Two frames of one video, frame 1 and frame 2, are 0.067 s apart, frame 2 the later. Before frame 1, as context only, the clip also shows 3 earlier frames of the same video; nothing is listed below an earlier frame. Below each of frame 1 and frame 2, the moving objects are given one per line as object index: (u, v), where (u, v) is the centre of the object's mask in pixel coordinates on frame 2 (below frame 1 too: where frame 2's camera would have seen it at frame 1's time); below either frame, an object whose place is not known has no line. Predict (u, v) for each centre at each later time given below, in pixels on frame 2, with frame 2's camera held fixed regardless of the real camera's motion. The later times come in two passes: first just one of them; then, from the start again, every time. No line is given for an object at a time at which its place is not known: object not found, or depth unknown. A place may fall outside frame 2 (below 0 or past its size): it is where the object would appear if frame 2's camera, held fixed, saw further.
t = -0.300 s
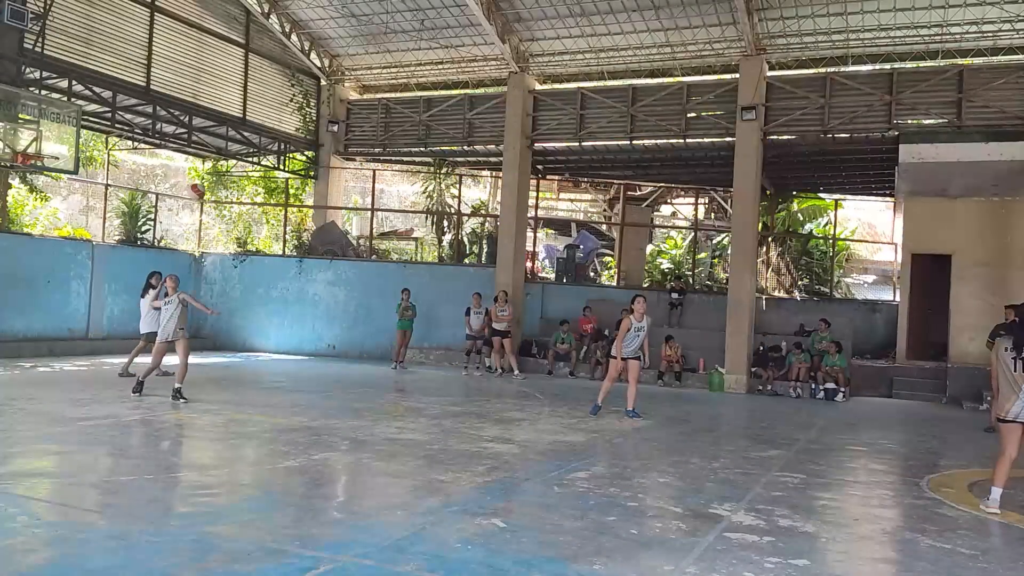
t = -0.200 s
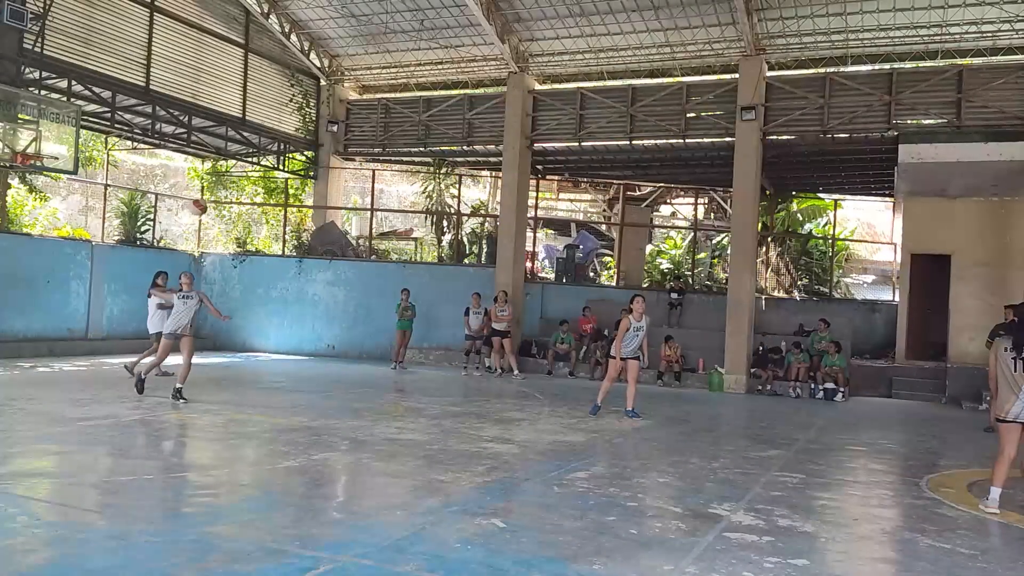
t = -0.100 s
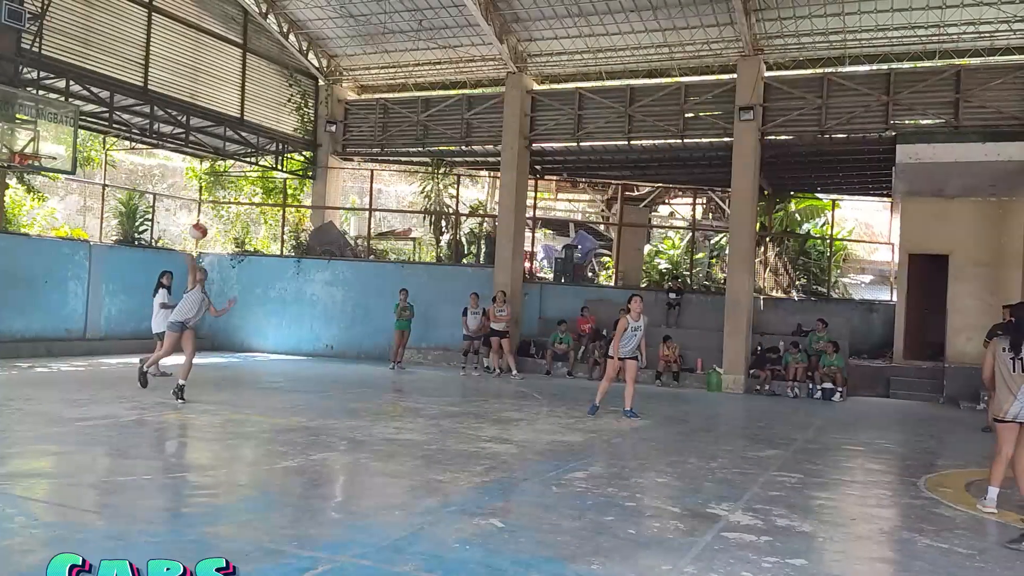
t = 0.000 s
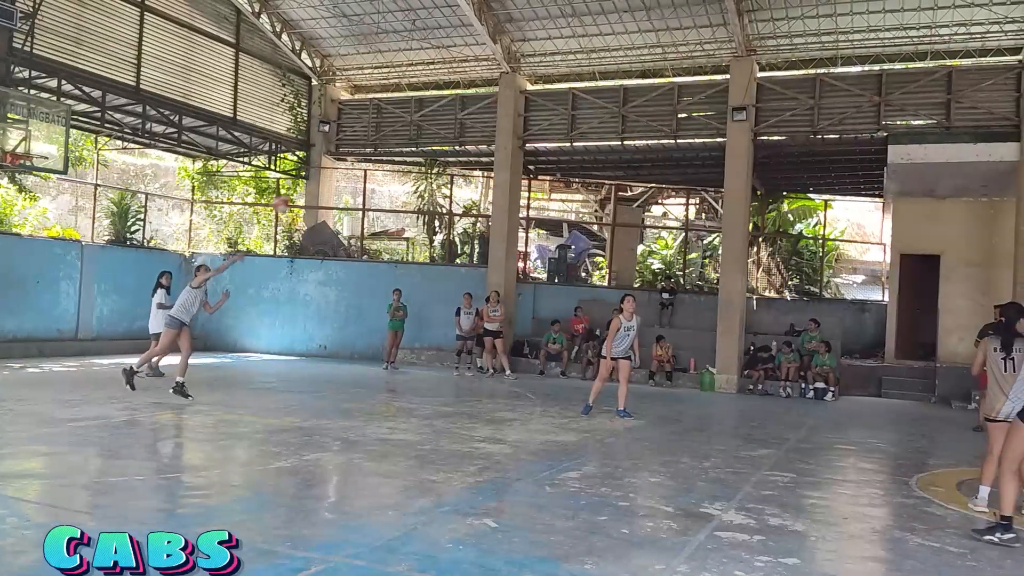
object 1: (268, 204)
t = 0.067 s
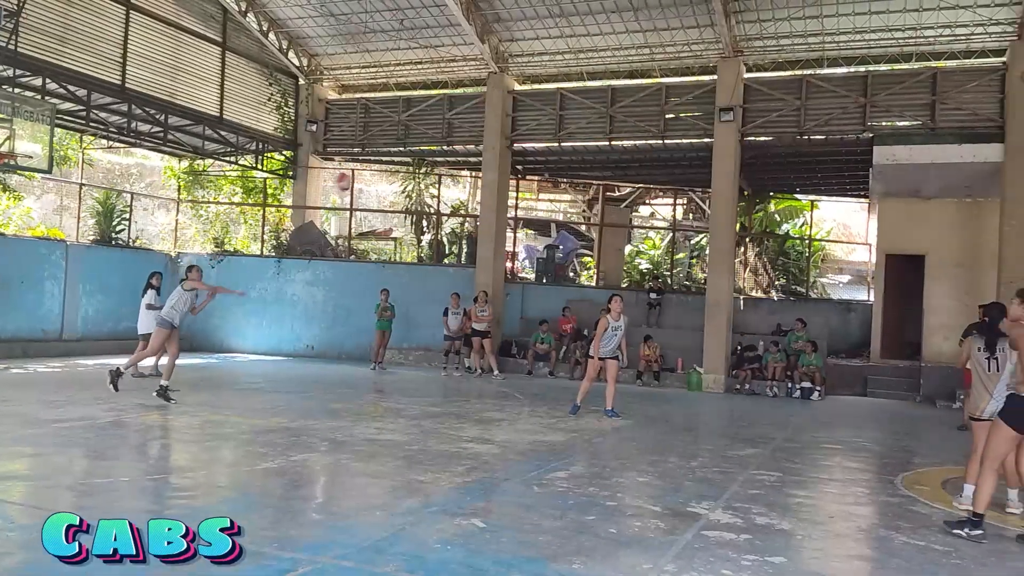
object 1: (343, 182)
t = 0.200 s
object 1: (506, 146)
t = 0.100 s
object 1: (383, 171)
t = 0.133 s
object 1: (422, 162)
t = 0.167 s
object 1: (463, 154)
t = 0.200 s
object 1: (506, 146)
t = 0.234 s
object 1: (550, 138)
